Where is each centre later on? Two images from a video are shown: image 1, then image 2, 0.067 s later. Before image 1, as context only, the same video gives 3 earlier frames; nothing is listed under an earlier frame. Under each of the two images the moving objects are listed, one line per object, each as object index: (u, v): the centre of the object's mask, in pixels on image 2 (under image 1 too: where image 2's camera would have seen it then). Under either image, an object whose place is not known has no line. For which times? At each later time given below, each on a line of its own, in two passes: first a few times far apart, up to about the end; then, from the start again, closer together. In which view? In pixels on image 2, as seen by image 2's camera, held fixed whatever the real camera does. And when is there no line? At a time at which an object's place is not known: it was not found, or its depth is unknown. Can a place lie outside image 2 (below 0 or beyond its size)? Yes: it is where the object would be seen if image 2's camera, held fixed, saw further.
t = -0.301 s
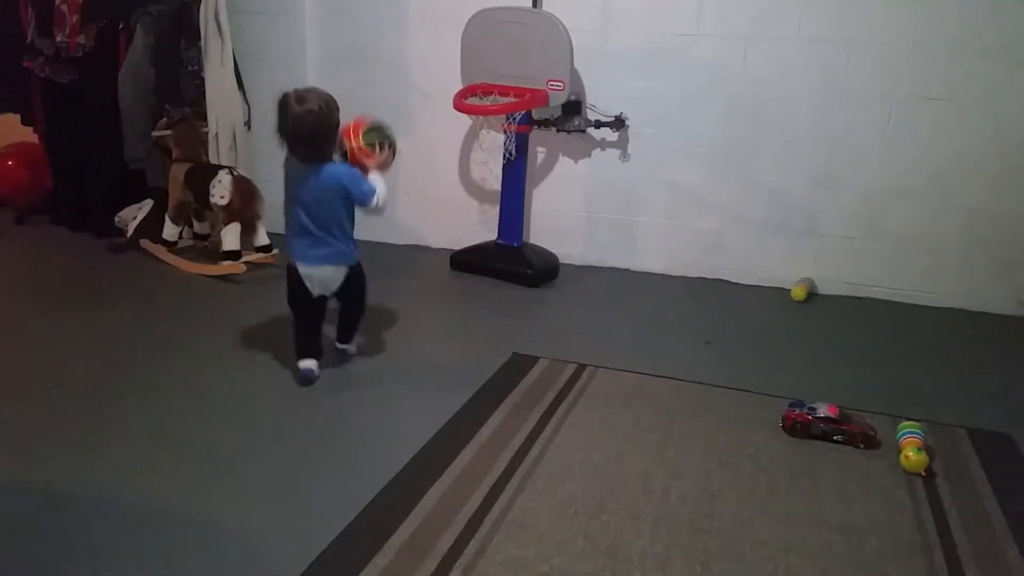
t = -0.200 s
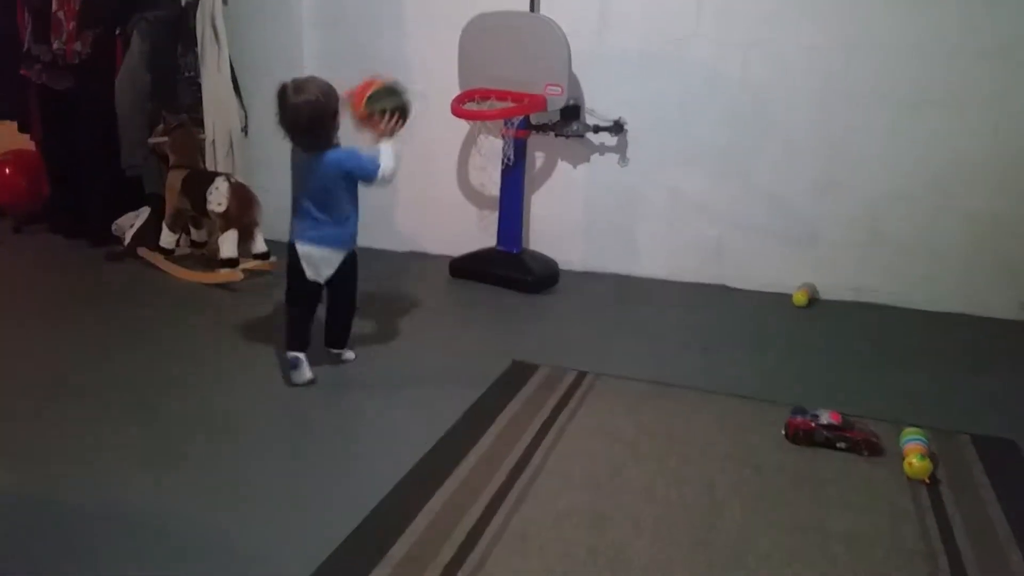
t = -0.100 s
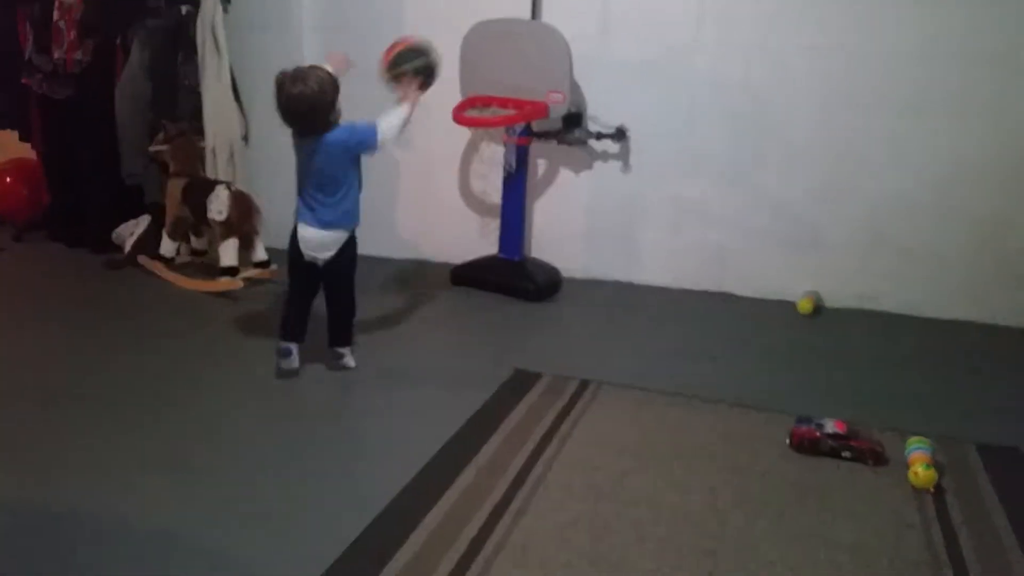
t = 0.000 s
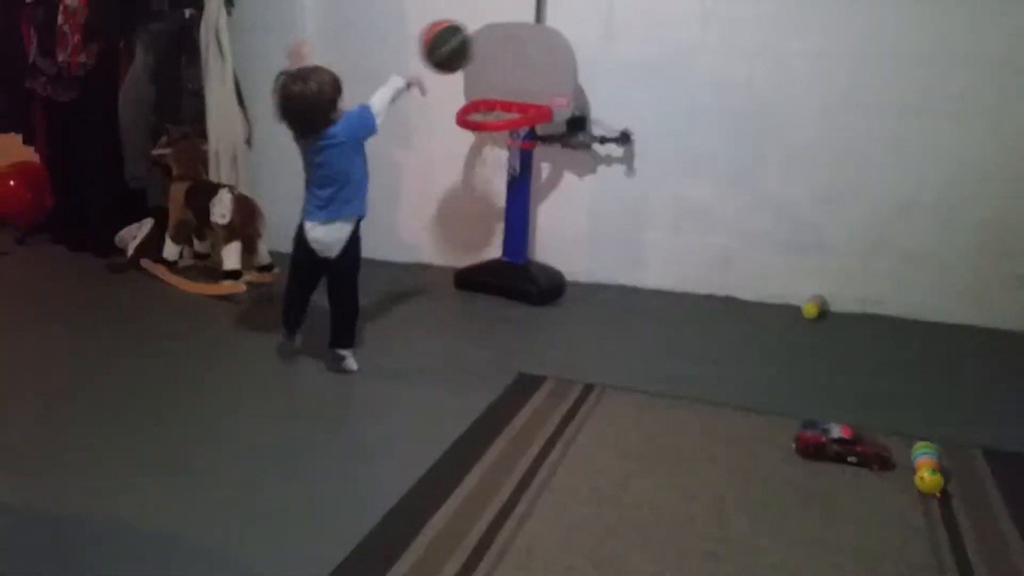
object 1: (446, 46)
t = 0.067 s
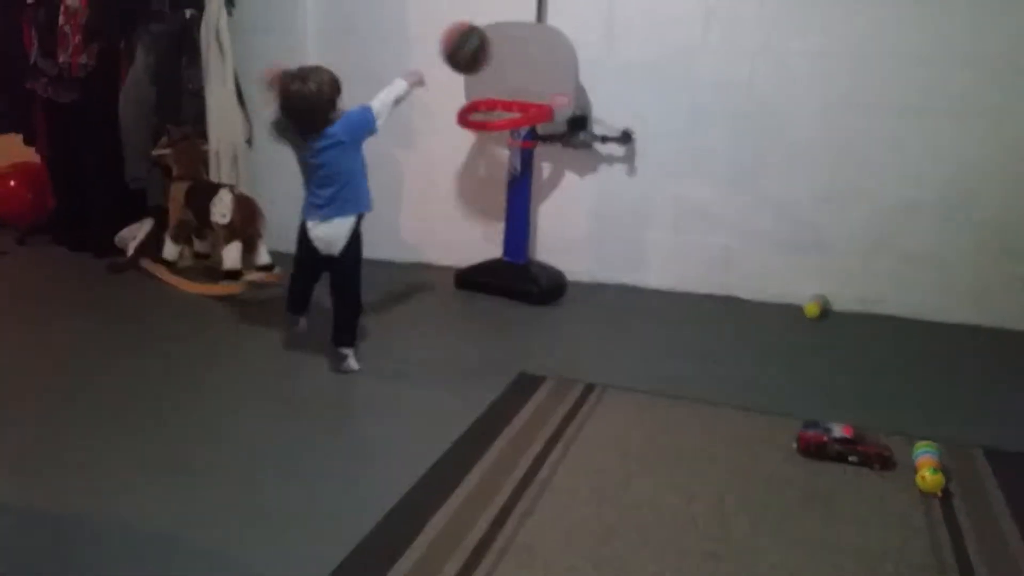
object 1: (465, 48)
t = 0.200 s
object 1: (499, 88)
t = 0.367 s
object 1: (498, 169)
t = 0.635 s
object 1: (437, 226)
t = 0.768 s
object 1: (406, 189)
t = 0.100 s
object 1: (474, 54)
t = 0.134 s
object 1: (482, 62)
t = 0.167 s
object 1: (490, 73)
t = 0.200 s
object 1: (499, 88)
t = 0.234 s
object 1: (505, 98)
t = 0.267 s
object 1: (511, 137)
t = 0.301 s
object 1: (513, 143)
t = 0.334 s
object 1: (504, 153)
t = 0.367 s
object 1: (498, 169)
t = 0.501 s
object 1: (468, 275)
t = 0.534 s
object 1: (460, 281)
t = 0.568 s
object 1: (451, 257)
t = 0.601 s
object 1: (444, 240)
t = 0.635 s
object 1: (437, 226)
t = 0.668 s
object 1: (430, 213)
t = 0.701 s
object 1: (422, 202)
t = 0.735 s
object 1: (414, 195)
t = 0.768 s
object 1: (406, 189)
